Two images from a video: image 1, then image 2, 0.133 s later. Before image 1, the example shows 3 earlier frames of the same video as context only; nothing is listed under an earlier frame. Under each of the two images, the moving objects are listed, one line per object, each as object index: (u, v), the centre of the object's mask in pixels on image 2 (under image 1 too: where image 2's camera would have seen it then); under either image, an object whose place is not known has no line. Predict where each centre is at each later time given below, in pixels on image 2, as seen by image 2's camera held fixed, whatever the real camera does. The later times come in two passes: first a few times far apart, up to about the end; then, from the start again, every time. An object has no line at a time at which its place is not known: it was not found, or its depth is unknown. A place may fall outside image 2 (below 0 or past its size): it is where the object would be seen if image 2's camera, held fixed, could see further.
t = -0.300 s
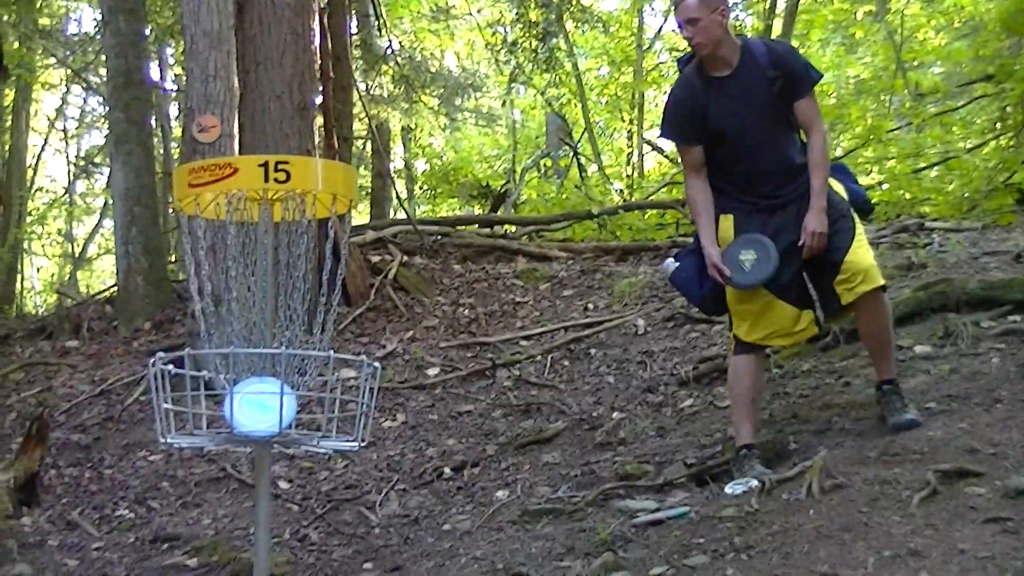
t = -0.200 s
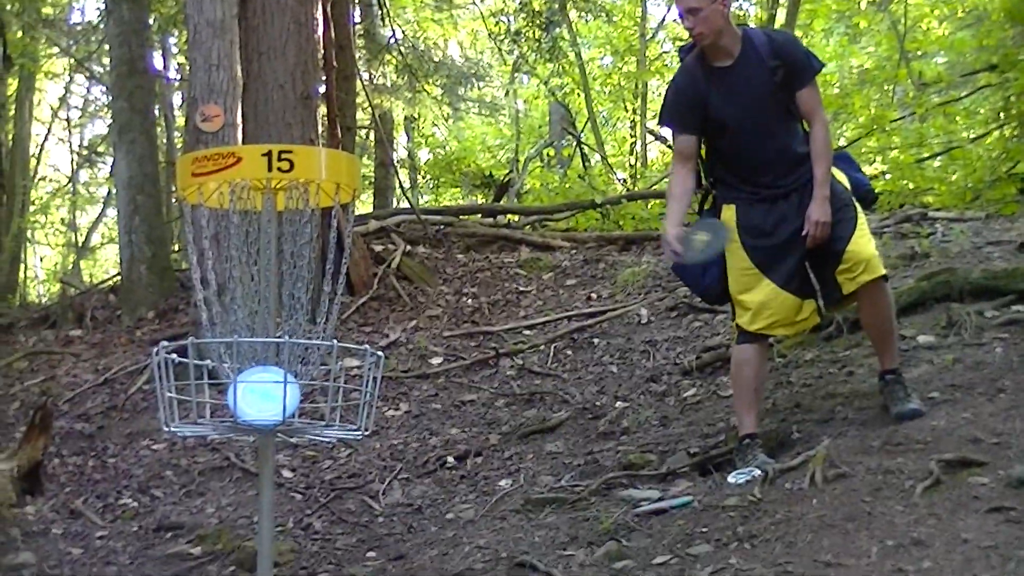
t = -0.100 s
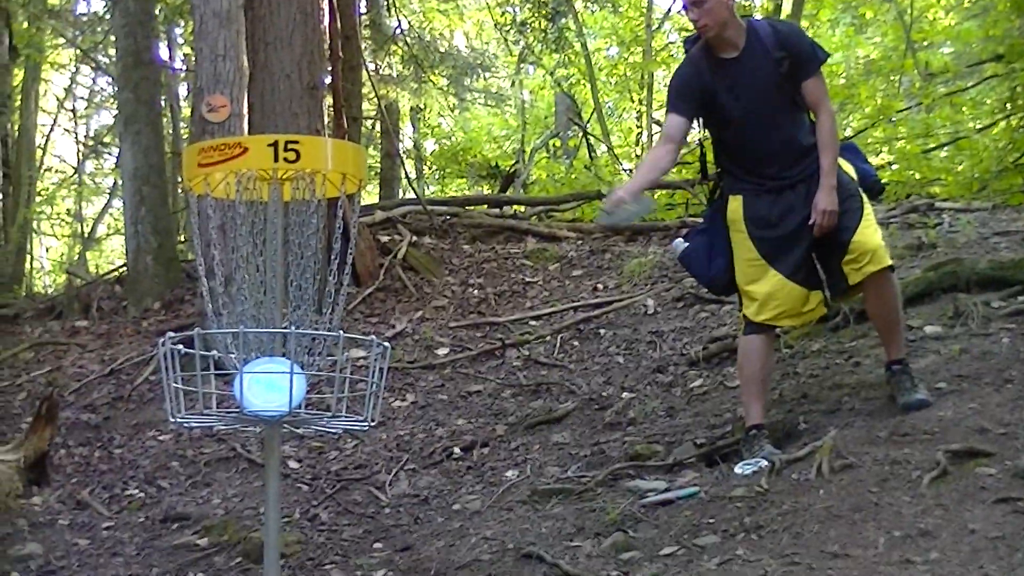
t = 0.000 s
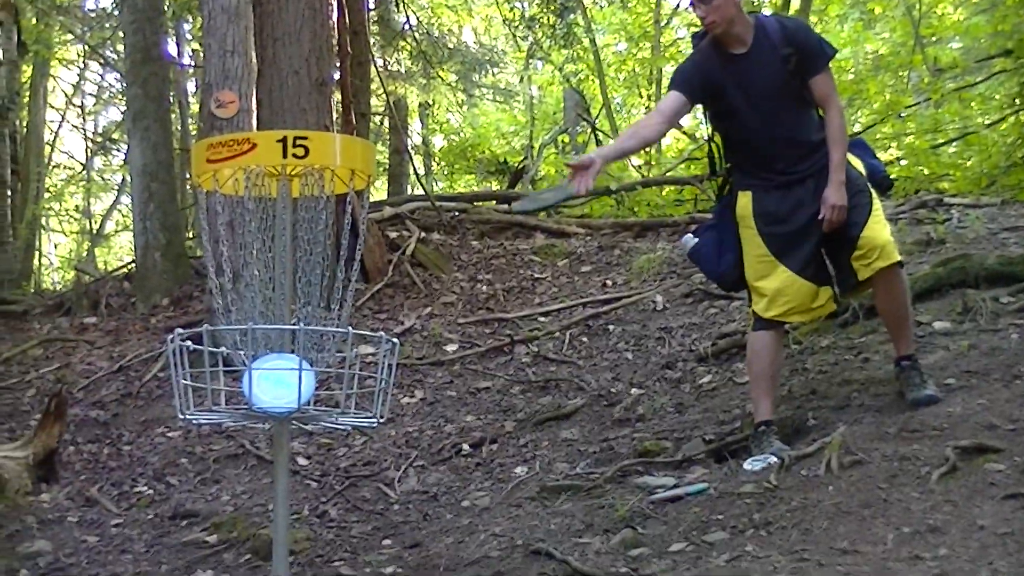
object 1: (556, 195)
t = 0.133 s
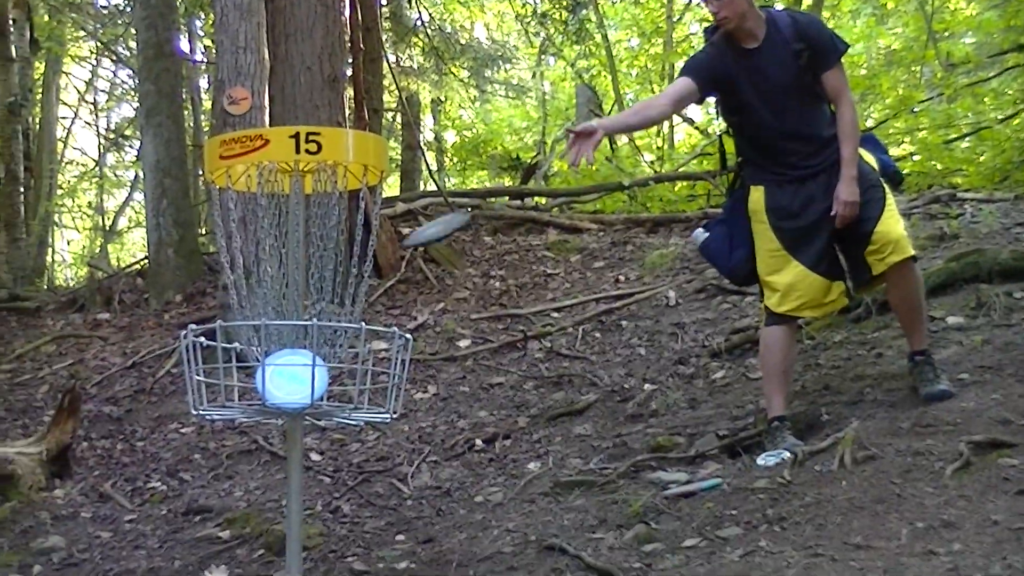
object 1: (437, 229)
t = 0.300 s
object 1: (354, 298)
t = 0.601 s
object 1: (359, 380)
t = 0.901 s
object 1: (356, 411)
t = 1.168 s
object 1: (364, 413)
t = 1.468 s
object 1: (356, 412)
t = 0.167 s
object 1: (406, 247)
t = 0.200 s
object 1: (383, 265)
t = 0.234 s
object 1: (368, 277)
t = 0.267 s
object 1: (359, 288)
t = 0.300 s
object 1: (354, 298)
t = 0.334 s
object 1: (352, 306)
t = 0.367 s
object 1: (348, 330)
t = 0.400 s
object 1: (347, 346)
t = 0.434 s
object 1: (349, 365)
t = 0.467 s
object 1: (353, 377)
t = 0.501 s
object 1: (353, 375)
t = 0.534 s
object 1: (356, 373)
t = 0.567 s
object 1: (358, 374)
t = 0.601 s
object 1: (359, 380)
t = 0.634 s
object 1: (356, 386)
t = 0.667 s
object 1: (356, 390)
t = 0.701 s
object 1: (361, 402)
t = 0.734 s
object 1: (364, 411)
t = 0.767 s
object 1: (365, 413)
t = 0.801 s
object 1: (367, 412)
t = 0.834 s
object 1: (361, 411)
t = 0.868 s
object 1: (366, 412)
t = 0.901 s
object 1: (356, 411)
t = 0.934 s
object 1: (365, 411)
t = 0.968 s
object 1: (368, 411)
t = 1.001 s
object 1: (369, 412)
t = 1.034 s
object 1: (365, 412)
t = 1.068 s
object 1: (368, 412)
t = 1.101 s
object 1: (367, 413)
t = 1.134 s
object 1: (366, 413)
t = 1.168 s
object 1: (364, 413)
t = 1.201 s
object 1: (360, 412)
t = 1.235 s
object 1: (364, 412)
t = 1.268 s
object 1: (365, 414)
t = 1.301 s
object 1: (366, 413)
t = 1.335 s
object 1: (367, 413)
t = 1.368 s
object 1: (368, 413)
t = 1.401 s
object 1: (364, 413)
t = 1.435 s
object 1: (362, 413)
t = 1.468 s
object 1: (356, 412)
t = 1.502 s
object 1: (366, 413)
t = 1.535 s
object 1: (360, 411)
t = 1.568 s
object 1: (353, 412)
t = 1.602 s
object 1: (350, 409)
